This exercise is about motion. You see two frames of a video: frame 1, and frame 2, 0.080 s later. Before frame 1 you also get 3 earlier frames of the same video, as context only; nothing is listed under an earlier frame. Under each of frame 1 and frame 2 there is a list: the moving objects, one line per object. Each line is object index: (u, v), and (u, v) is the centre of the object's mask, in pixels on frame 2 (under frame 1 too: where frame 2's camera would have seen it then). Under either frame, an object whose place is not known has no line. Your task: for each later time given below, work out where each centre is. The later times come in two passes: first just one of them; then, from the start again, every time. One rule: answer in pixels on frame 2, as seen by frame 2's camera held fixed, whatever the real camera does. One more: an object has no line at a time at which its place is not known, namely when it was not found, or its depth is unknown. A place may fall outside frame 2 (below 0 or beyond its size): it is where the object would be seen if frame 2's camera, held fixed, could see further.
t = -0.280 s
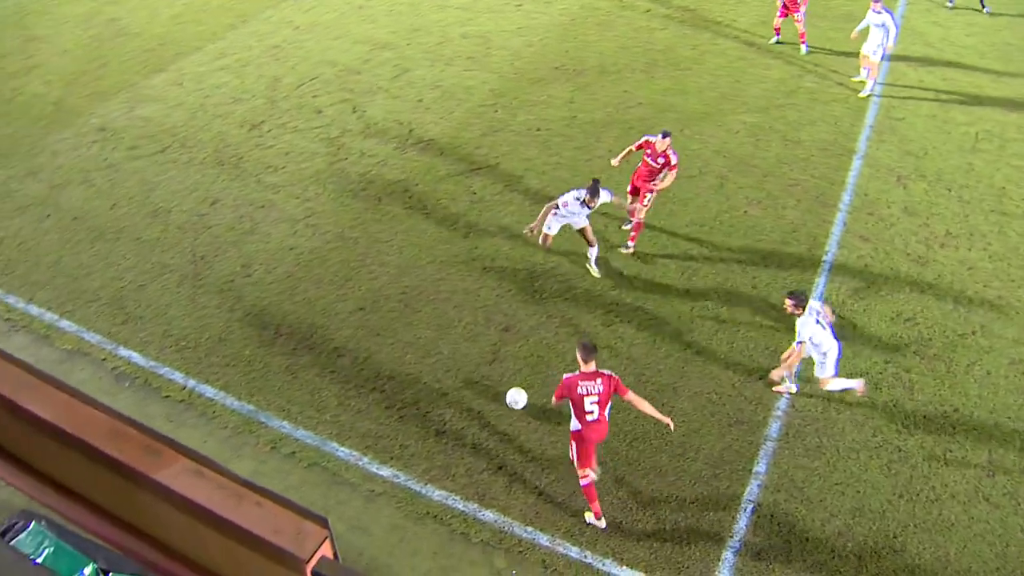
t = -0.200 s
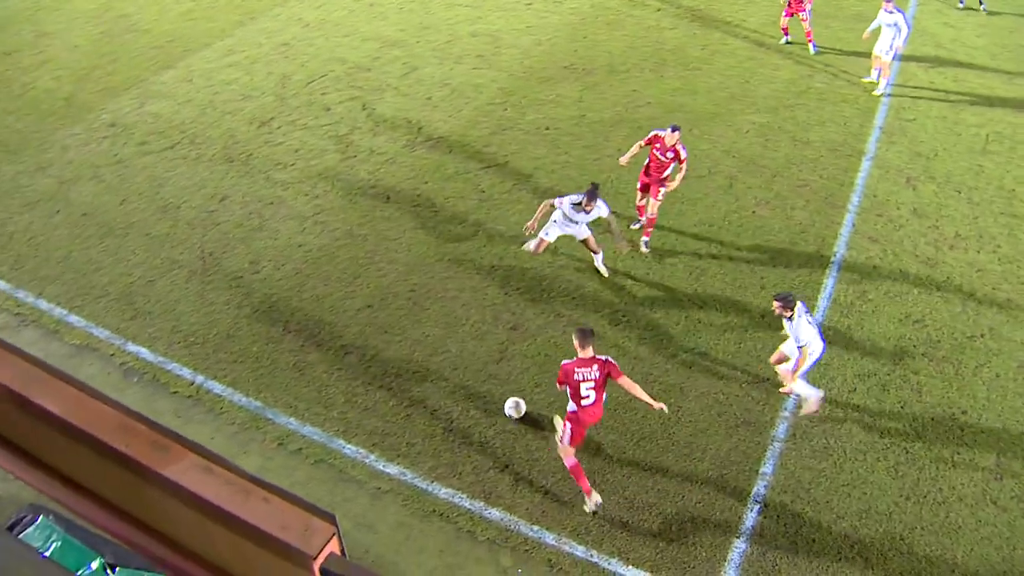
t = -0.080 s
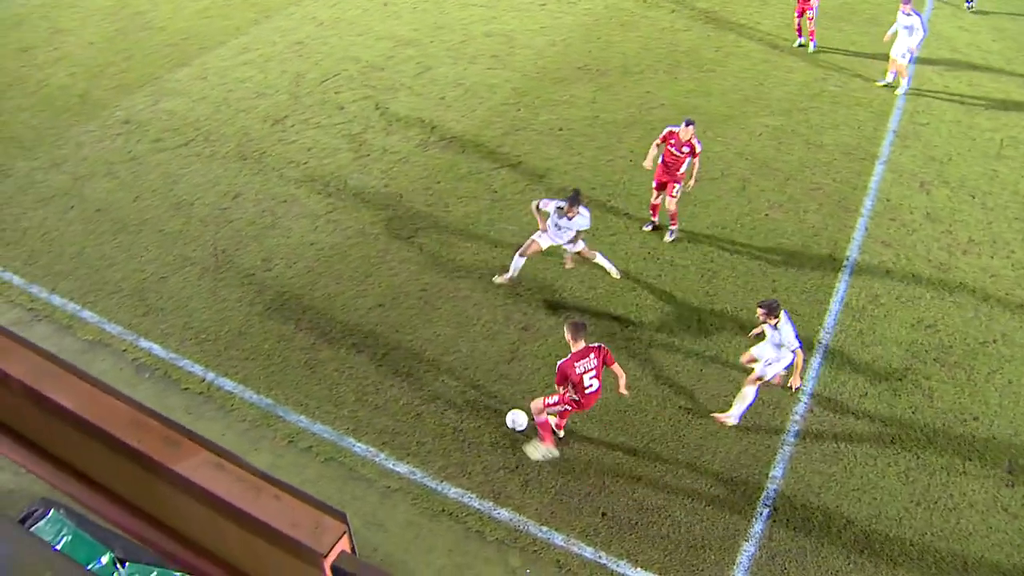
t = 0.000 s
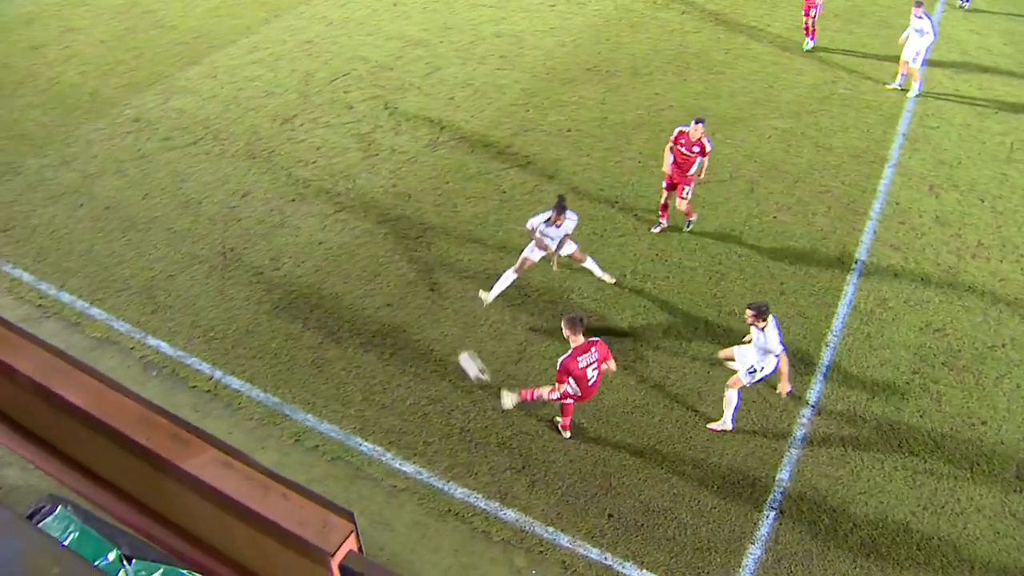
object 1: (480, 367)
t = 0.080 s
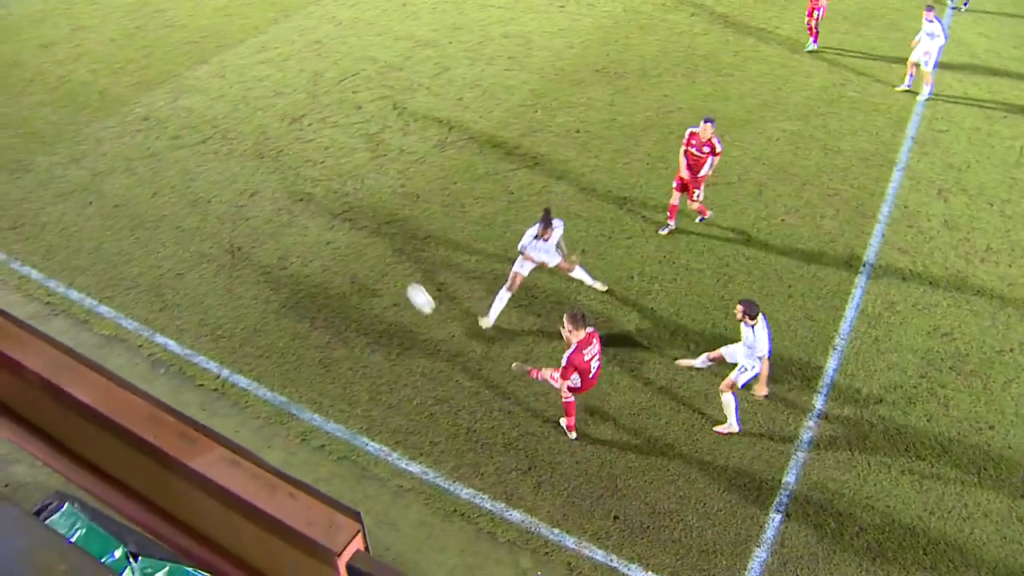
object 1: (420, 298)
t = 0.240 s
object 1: (331, 202)
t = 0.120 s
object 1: (394, 269)
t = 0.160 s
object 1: (371, 244)
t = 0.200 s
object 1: (348, 219)
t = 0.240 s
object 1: (331, 202)
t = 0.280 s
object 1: (314, 185)
